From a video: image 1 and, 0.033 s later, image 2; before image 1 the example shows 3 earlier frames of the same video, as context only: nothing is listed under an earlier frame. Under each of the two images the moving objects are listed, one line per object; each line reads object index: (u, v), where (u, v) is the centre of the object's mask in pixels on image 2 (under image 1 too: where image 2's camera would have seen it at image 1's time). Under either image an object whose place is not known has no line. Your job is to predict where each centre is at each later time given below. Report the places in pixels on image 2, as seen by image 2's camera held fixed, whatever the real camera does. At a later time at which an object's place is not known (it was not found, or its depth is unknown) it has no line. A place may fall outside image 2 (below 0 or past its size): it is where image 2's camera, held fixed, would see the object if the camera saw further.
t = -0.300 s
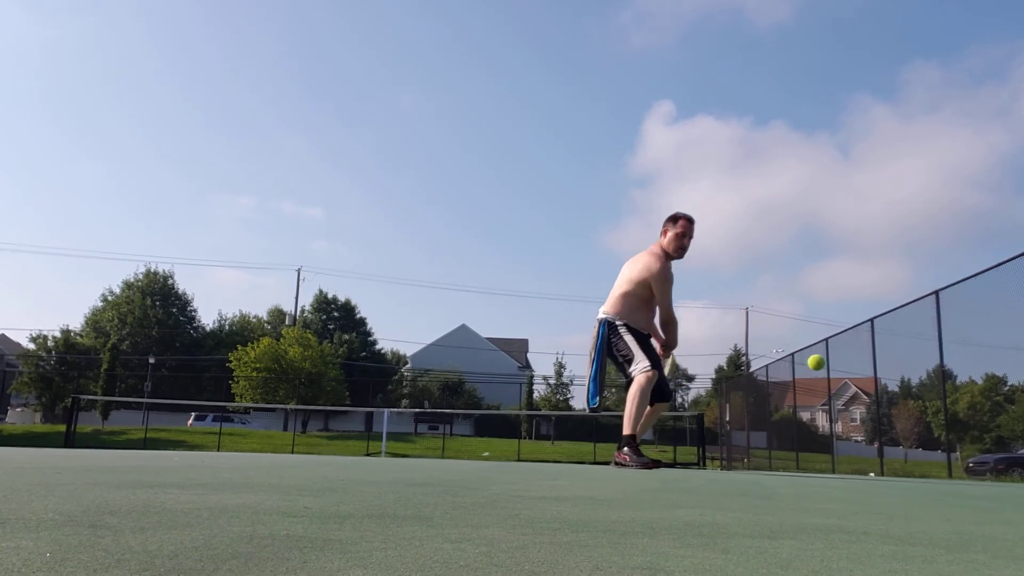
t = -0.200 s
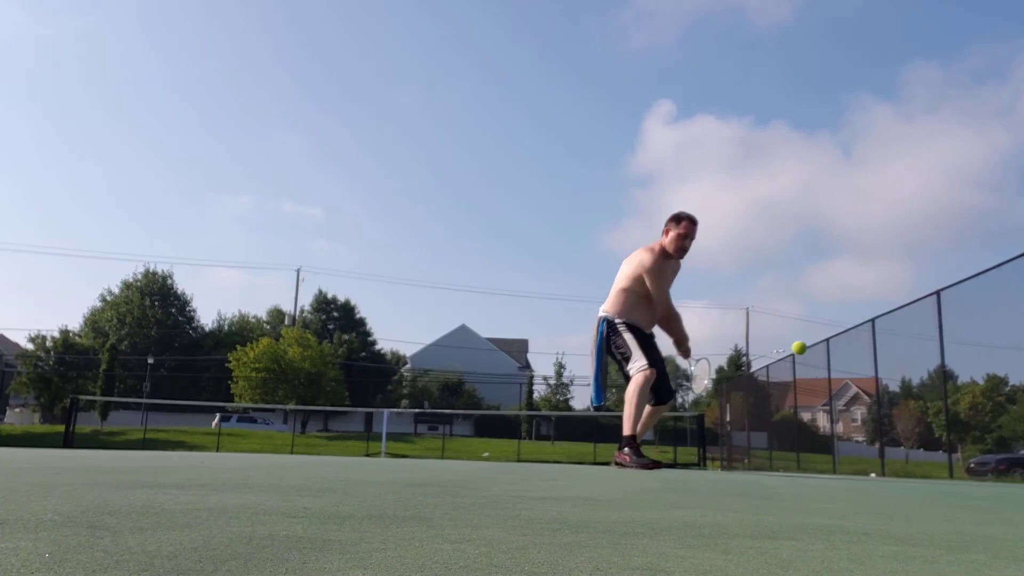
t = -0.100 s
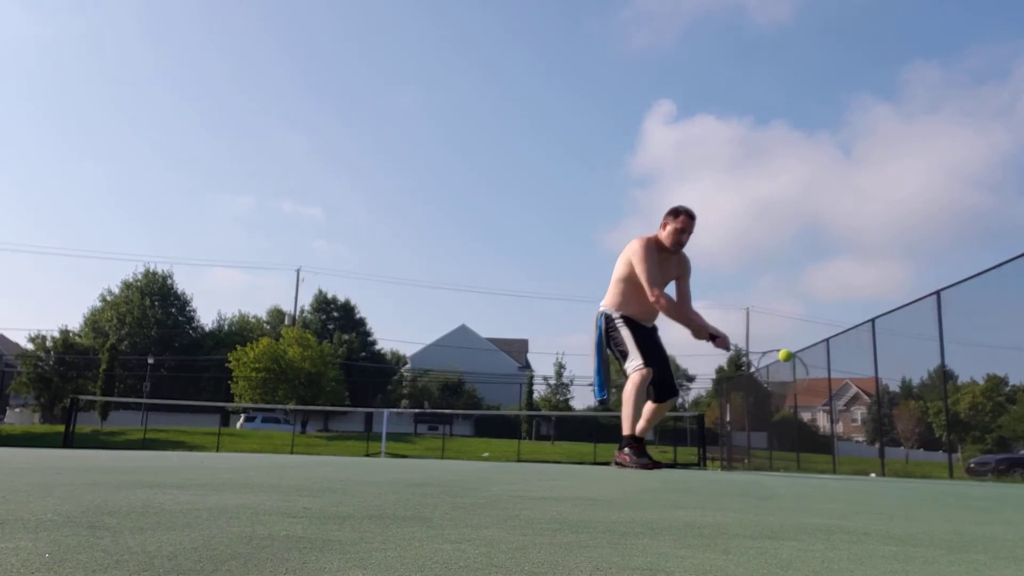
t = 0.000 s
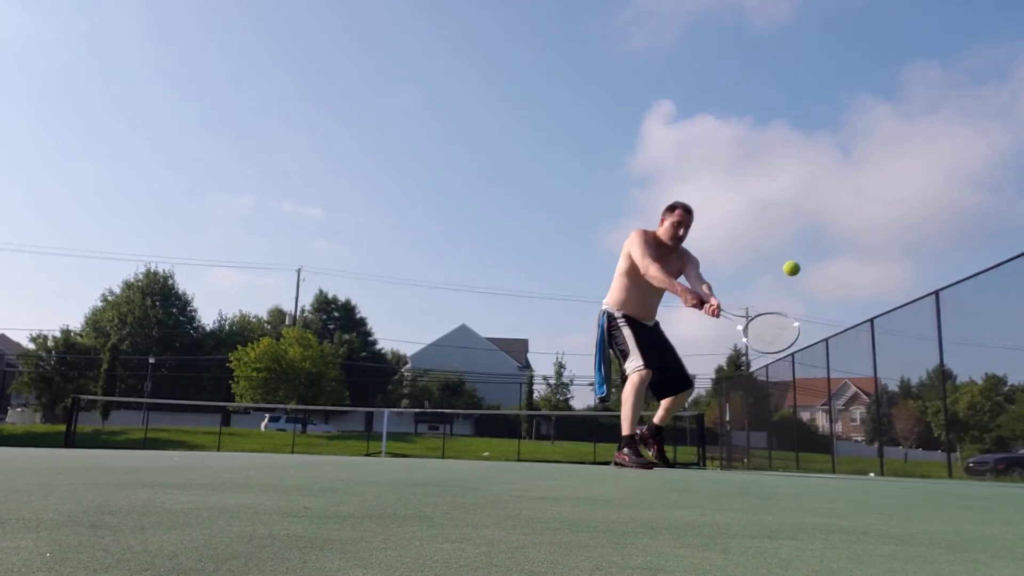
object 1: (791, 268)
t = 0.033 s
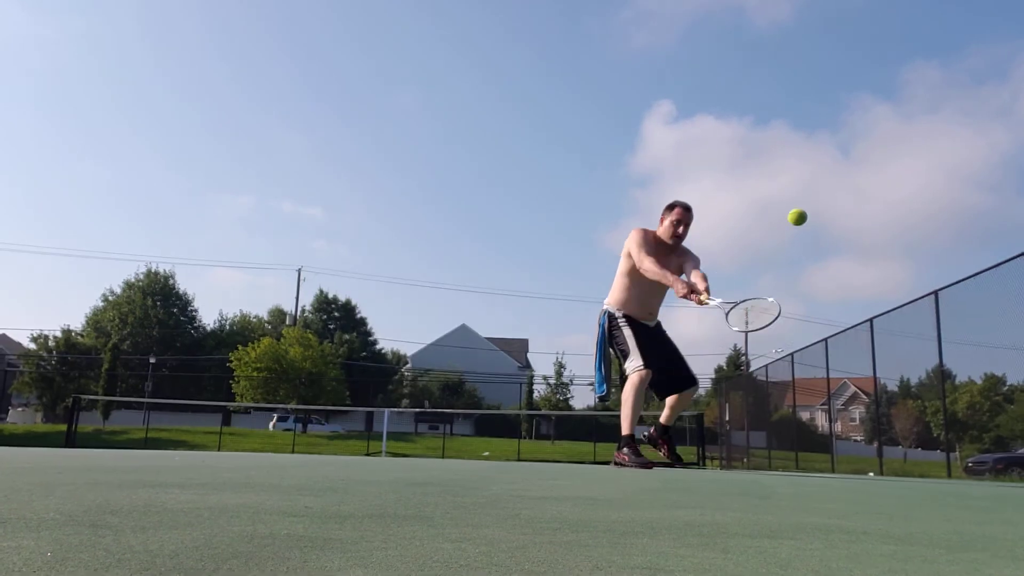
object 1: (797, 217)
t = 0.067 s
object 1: (805, 154)
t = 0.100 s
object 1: (816, 74)
